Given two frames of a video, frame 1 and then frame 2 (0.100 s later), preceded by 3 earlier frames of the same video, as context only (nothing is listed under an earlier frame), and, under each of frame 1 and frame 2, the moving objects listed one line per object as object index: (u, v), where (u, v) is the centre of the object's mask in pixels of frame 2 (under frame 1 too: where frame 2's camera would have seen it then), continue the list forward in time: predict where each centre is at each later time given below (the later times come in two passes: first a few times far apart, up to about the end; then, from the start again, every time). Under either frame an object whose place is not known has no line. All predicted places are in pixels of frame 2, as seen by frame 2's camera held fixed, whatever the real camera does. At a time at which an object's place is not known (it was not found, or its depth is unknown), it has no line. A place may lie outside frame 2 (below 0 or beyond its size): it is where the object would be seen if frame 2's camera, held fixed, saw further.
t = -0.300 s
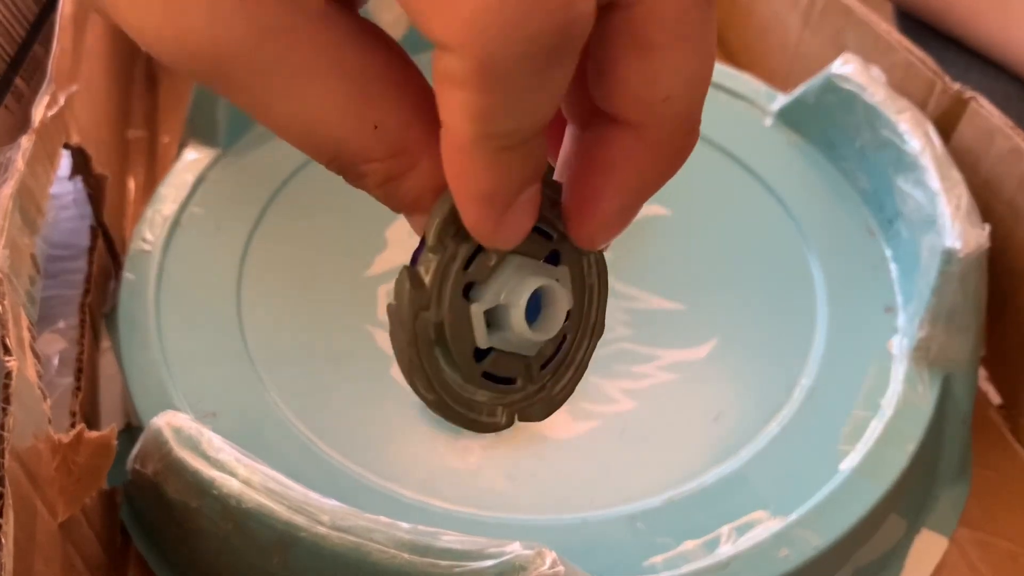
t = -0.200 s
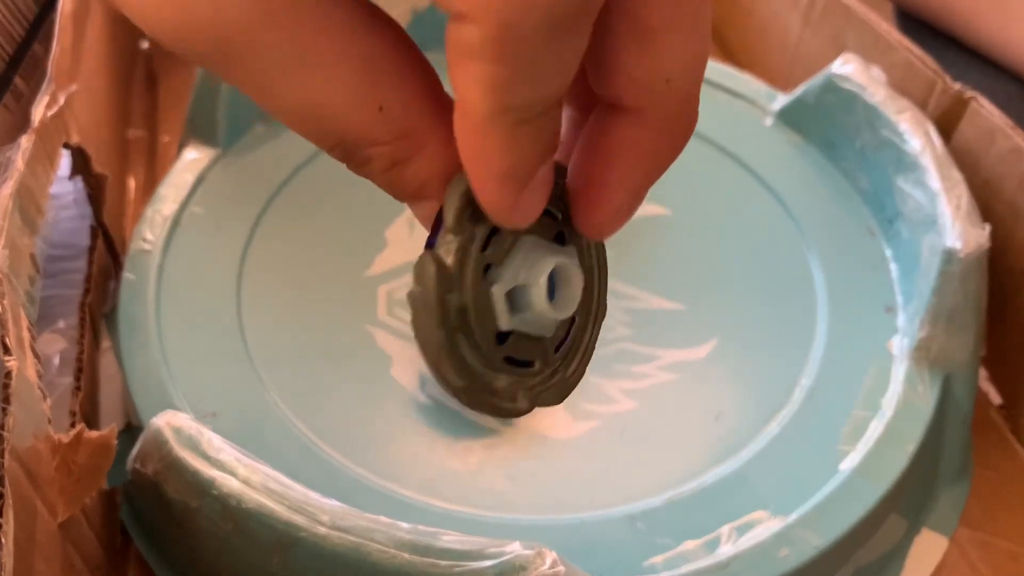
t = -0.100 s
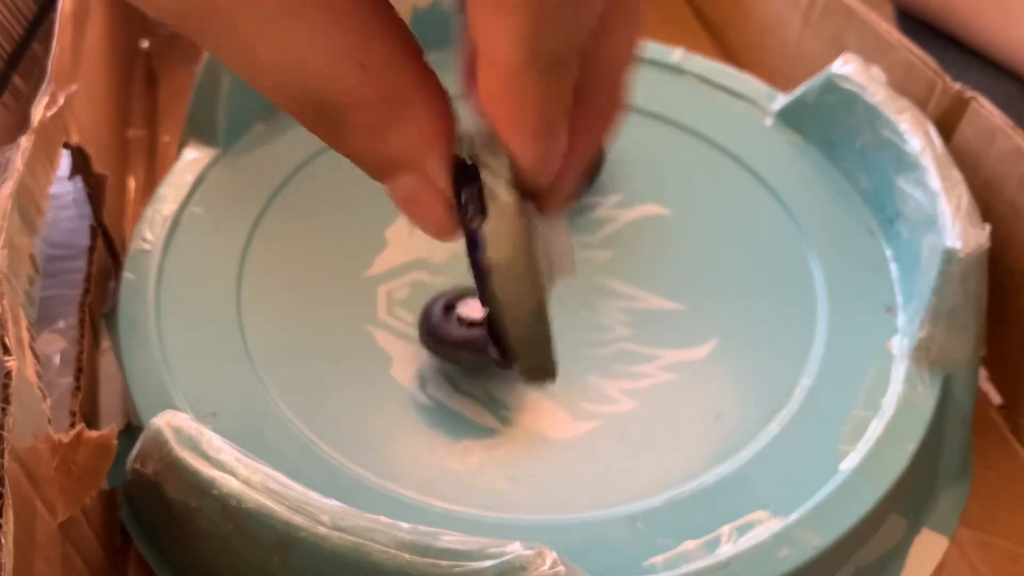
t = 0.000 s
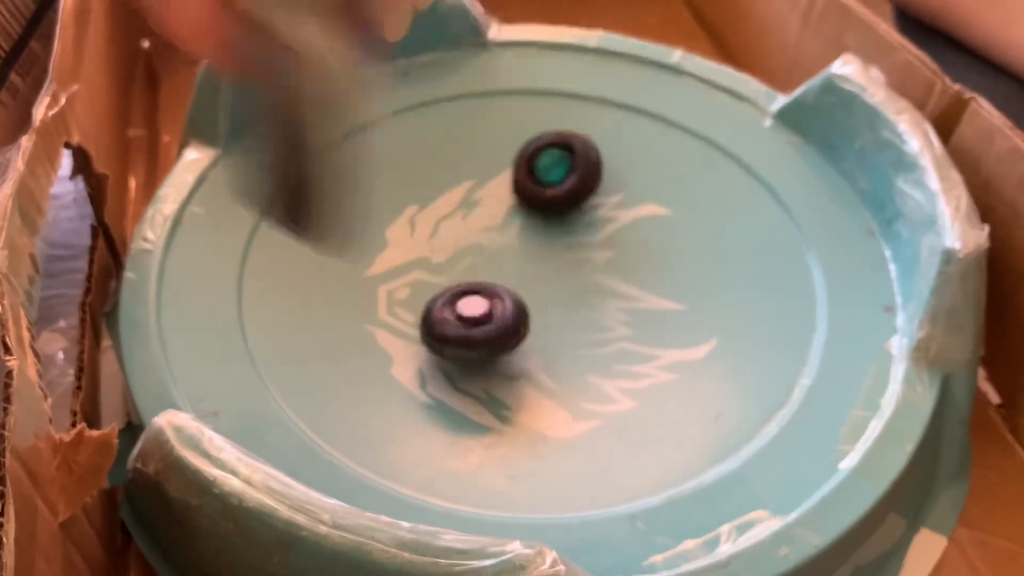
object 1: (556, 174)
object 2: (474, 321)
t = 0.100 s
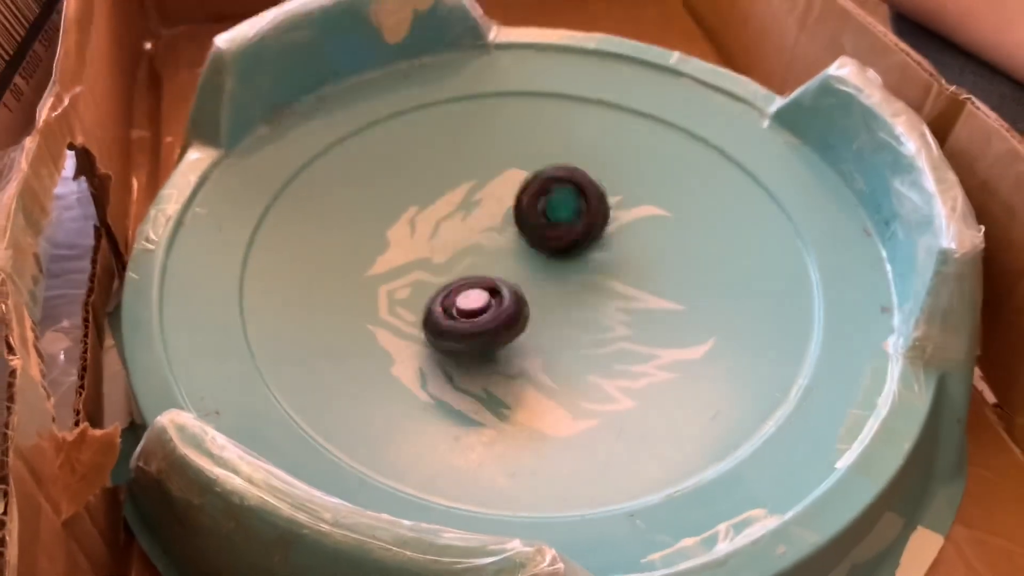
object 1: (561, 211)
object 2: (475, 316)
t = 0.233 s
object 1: (588, 263)
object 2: (476, 301)
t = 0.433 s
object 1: (593, 273)
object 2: (465, 276)
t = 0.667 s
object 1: (587, 271)
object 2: (452, 261)
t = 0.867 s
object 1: (566, 264)
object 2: (453, 256)
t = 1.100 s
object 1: (564, 281)
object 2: (450, 254)
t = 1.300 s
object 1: (548, 286)
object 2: (464, 247)
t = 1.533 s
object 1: (544, 281)
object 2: (473, 233)
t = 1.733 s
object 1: (547, 284)
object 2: (459, 216)
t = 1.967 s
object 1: (536, 283)
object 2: (465, 217)
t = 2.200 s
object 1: (548, 290)
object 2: (498, 226)
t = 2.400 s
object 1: (548, 293)
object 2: (504, 214)
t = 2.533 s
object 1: (549, 290)
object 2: (507, 214)
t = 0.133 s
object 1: (567, 225)
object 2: (476, 313)
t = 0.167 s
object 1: (574, 239)
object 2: (476, 309)
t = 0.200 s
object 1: (581, 252)
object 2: (477, 306)
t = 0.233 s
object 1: (588, 263)
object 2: (476, 301)
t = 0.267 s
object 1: (593, 269)
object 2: (475, 296)
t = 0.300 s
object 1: (595, 274)
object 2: (474, 292)
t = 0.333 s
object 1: (593, 276)
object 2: (472, 288)
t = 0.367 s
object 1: (592, 276)
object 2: (471, 283)
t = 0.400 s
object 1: (592, 274)
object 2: (468, 280)
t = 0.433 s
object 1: (593, 273)
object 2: (465, 276)
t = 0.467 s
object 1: (594, 273)
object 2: (463, 273)
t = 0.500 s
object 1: (594, 274)
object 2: (461, 270)
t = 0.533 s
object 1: (591, 273)
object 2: (459, 268)
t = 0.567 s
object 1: (588, 272)
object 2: (456, 266)
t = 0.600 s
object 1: (587, 272)
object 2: (455, 264)
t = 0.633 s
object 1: (587, 272)
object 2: (453, 263)
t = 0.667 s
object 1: (587, 271)
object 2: (452, 261)
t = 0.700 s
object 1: (585, 270)
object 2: (452, 261)
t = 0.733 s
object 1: (582, 268)
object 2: (452, 260)
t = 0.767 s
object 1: (579, 267)
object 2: (453, 258)
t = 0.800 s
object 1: (574, 266)
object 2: (452, 258)
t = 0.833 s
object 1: (571, 265)
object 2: (453, 256)
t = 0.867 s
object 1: (566, 264)
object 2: (453, 256)
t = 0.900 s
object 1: (559, 263)
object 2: (455, 257)
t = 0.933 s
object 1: (558, 262)
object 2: (451, 255)
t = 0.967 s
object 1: (566, 264)
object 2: (446, 257)
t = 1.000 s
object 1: (569, 268)
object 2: (449, 258)
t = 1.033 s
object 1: (570, 274)
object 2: (451, 256)
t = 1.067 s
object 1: (567, 278)
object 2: (451, 254)
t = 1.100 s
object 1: (564, 281)
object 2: (450, 254)
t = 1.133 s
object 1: (563, 281)
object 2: (453, 254)
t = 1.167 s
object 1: (560, 284)
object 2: (456, 253)
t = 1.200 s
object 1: (557, 284)
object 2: (457, 252)
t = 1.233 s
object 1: (553, 286)
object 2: (459, 251)
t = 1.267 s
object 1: (551, 285)
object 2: (461, 248)
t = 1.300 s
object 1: (548, 286)
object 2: (464, 247)
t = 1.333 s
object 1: (547, 284)
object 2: (465, 246)
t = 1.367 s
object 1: (546, 284)
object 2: (467, 244)
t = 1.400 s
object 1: (544, 283)
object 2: (471, 242)
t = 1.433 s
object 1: (544, 282)
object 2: (472, 239)
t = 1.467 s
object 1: (544, 282)
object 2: (473, 238)
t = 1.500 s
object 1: (544, 282)
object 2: (472, 235)
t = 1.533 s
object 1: (544, 281)
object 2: (473, 233)
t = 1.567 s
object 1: (546, 284)
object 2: (469, 228)
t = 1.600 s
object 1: (547, 285)
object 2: (465, 224)
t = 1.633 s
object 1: (548, 284)
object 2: (463, 221)
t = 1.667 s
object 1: (550, 285)
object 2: (461, 218)
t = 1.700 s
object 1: (549, 285)
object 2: (459, 217)
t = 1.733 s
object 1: (547, 284)
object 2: (459, 216)
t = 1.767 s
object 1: (547, 283)
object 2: (458, 214)
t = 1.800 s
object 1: (547, 282)
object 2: (458, 214)
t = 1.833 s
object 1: (547, 283)
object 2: (459, 214)
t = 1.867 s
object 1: (545, 283)
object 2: (460, 215)
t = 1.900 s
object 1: (542, 283)
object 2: (461, 215)
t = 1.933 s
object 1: (538, 283)
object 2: (462, 215)
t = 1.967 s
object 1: (536, 283)
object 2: (465, 217)
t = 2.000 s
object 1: (535, 284)
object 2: (470, 218)
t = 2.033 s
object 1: (534, 284)
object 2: (476, 221)
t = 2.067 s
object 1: (534, 285)
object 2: (483, 224)
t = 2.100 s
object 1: (533, 285)
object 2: (491, 225)
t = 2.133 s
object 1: (536, 283)
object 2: (496, 226)
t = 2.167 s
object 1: (542, 286)
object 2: (498, 227)
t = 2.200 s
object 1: (548, 290)
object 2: (498, 226)
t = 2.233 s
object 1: (549, 292)
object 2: (500, 224)
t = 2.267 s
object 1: (548, 294)
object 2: (501, 221)
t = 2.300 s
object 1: (548, 295)
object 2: (501, 219)
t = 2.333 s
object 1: (549, 295)
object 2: (503, 217)
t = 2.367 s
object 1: (548, 295)
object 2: (504, 215)
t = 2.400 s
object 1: (548, 293)
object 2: (504, 214)
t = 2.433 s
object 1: (548, 292)
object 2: (503, 214)
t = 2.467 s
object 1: (548, 291)
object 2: (504, 214)
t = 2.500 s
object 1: (548, 291)
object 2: (506, 214)
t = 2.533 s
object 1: (549, 290)
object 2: (507, 214)
